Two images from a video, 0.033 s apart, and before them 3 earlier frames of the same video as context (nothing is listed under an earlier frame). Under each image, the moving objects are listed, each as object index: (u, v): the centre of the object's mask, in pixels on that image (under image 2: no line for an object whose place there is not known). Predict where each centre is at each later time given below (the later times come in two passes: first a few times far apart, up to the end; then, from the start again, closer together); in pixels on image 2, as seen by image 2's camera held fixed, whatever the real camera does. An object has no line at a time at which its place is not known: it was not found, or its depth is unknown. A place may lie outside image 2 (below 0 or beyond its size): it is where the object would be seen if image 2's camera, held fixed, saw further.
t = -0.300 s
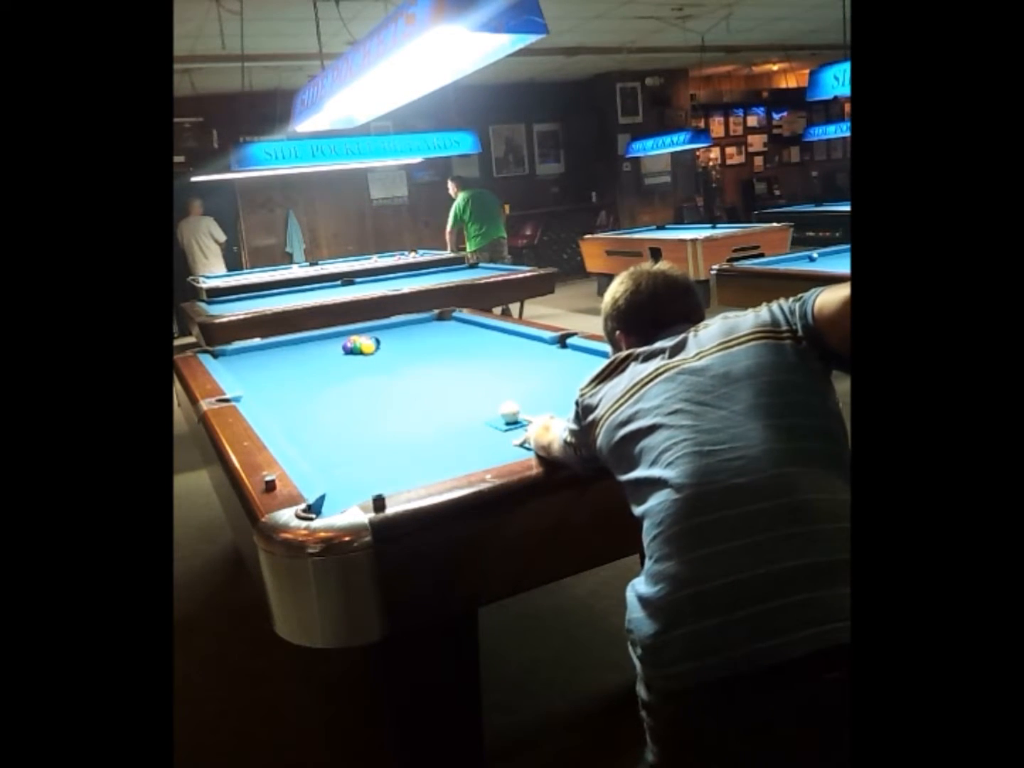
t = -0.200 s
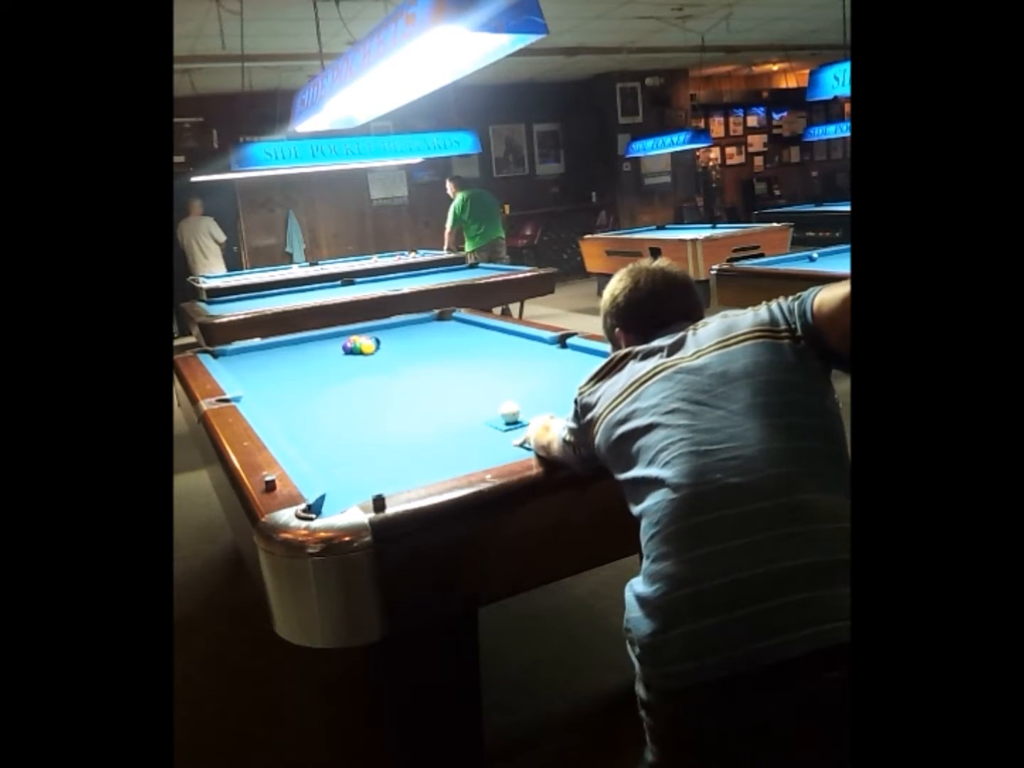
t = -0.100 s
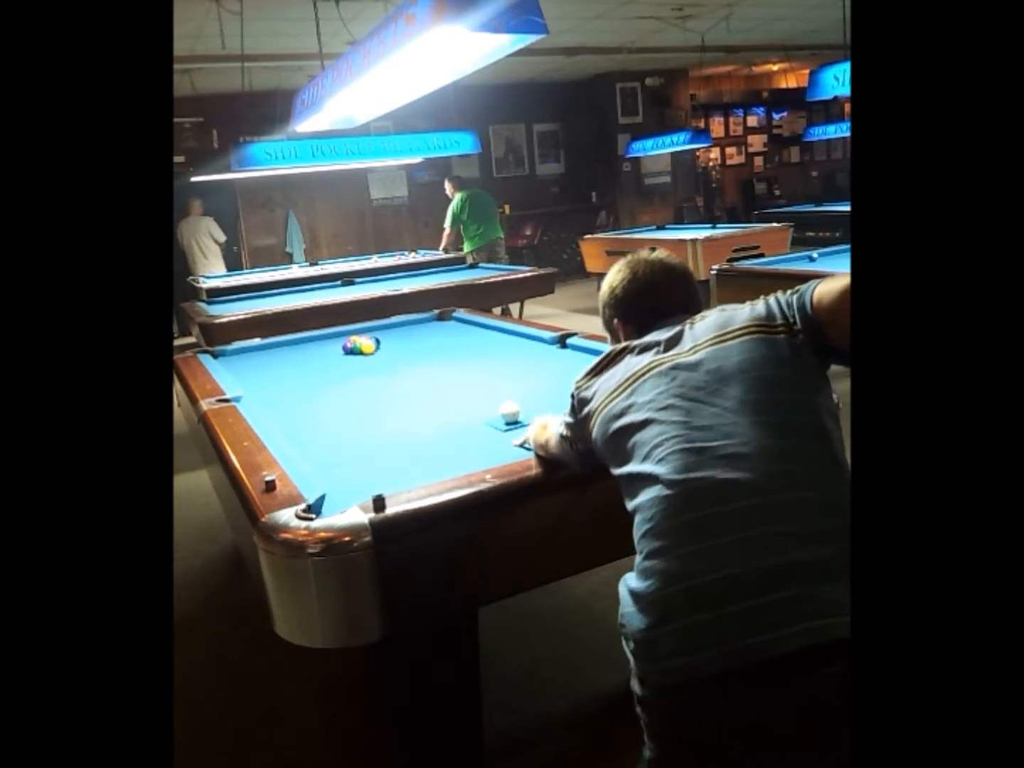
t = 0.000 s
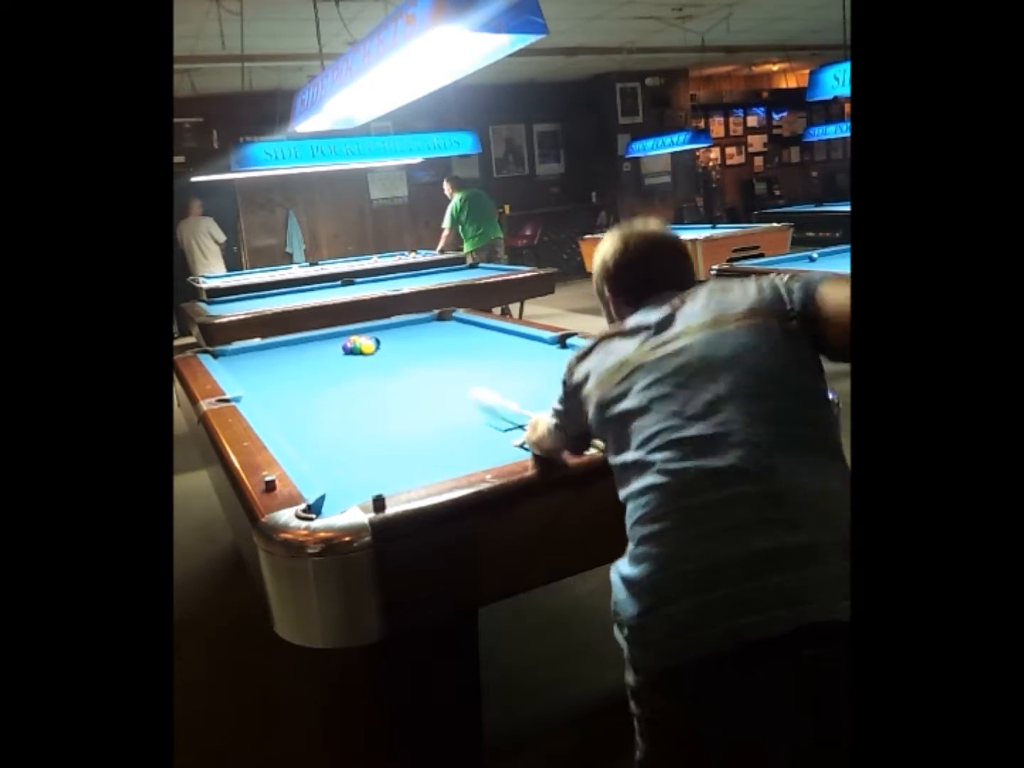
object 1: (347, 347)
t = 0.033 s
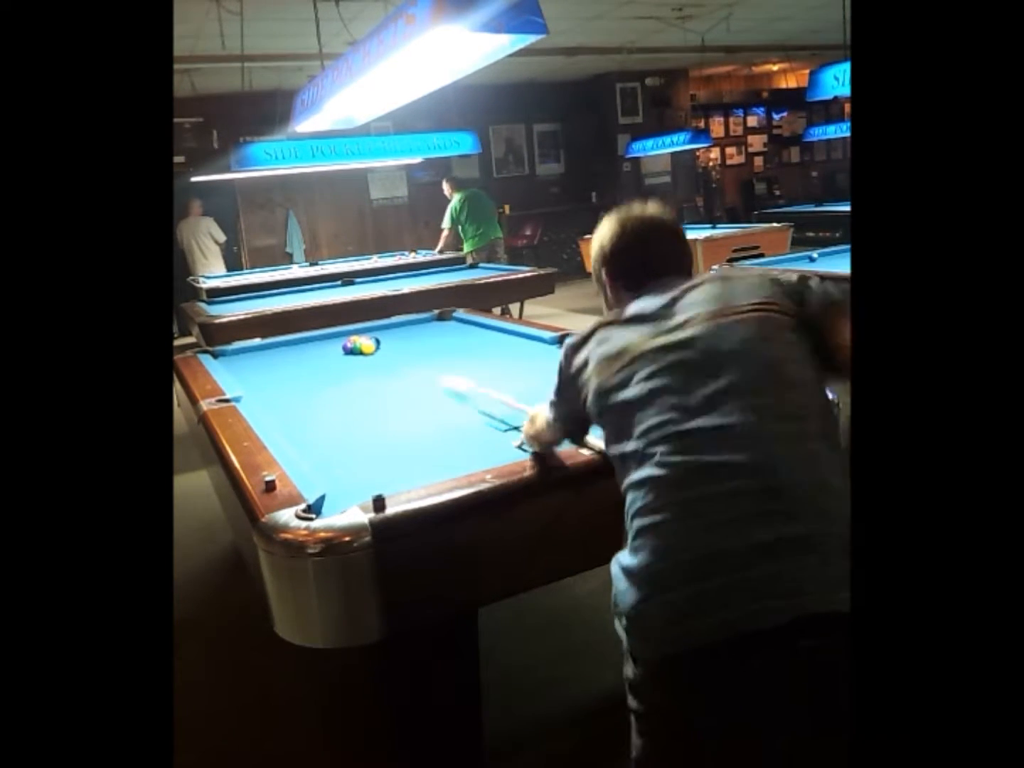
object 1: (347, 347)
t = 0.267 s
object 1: (330, 345)
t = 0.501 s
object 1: (292, 343)
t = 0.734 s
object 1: (271, 347)
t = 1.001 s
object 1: (255, 355)
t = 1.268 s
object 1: (236, 364)
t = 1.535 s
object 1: (237, 369)
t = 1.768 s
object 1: (254, 371)
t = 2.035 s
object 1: (273, 372)
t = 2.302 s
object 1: (291, 372)
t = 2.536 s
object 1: (307, 374)
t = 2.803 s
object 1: (324, 375)
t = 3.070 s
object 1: (340, 376)
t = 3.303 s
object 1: (354, 377)
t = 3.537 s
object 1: (366, 378)
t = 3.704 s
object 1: (375, 378)
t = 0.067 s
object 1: (347, 347)
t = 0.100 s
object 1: (347, 347)
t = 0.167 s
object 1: (347, 347)
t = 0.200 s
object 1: (344, 345)
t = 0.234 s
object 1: (336, 345)
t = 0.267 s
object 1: (330, 345)
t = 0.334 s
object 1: (318, 344)
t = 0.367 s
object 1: (313, 344)
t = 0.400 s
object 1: (308, 344)
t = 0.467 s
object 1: (297, 343)
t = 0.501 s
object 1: (292, 343)
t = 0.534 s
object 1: (287, 343)
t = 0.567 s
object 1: (281, 343)
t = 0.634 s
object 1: (277, 344)
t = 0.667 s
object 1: (275, 346)
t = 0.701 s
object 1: (273, 347)
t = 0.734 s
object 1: (271, 347)
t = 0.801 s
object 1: (267, 349)
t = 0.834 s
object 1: (265, 350)
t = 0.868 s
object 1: (263, 351)
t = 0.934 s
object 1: (259, 353)
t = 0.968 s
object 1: (257, 354)
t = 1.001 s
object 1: (255, 355)
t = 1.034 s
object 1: (253, 356)
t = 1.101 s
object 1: (248, 359)
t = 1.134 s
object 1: (245, 358)
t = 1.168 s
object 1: (245, 361)
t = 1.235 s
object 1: (239, 363)
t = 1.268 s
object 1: (236, 364)
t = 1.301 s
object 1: (234, 365)
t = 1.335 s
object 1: (232, 367)
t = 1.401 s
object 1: (229, 368)
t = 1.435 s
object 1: (230, 368)
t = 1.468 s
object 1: (233, 369)
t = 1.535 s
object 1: (237, 369)
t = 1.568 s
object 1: (240, 370)
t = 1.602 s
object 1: (242, 370)
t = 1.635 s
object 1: (244, 370)
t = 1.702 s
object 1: (249, 370)
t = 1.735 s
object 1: (251, 370)
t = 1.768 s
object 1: (254, 371)
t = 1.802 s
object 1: (256, 371)
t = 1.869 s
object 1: (261, 371)
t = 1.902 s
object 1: (264, 371)
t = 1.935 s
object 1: (266, 371)
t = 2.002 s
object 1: (271, 371)
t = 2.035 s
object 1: (273, 372)
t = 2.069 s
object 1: (276, 372)
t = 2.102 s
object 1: (277, 372)
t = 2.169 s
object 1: (282, 372)
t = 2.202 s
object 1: (284, 372)
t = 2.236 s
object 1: (287, 372)
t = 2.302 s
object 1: (291, 372)
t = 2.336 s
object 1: (293, 373)
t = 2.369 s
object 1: (296, 373)
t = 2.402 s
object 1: (298, 373)
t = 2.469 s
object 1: (302, 374)
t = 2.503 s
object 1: (305, 374)
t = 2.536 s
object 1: (307, 374)
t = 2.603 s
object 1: (311, 374)
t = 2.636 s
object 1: (313, 374)
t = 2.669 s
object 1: (315, 374)
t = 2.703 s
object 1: (317, 374)
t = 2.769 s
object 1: (322, 375)
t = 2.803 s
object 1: (324, 375)
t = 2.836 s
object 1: (326, 375)
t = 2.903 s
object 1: (330, 376)
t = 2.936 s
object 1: (332, 375)
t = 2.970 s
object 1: (334, 376)
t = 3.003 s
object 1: (336, 376)
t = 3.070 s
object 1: (340, 376)
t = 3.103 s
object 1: (342, 376)
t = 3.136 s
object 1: (344, 376)
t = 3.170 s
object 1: (346, 376)
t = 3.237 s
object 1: (350, 376)
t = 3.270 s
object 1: (351, 376)
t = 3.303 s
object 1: (354, 377)
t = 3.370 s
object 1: (357, 377)
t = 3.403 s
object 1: (359, 377)
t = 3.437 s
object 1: (361, 377)
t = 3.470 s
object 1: (363, 377)
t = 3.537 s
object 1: (366, 378)
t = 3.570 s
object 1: (368, 378)
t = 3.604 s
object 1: (370, 378)
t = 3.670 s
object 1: (373, 378)
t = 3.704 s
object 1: (375, 378)
